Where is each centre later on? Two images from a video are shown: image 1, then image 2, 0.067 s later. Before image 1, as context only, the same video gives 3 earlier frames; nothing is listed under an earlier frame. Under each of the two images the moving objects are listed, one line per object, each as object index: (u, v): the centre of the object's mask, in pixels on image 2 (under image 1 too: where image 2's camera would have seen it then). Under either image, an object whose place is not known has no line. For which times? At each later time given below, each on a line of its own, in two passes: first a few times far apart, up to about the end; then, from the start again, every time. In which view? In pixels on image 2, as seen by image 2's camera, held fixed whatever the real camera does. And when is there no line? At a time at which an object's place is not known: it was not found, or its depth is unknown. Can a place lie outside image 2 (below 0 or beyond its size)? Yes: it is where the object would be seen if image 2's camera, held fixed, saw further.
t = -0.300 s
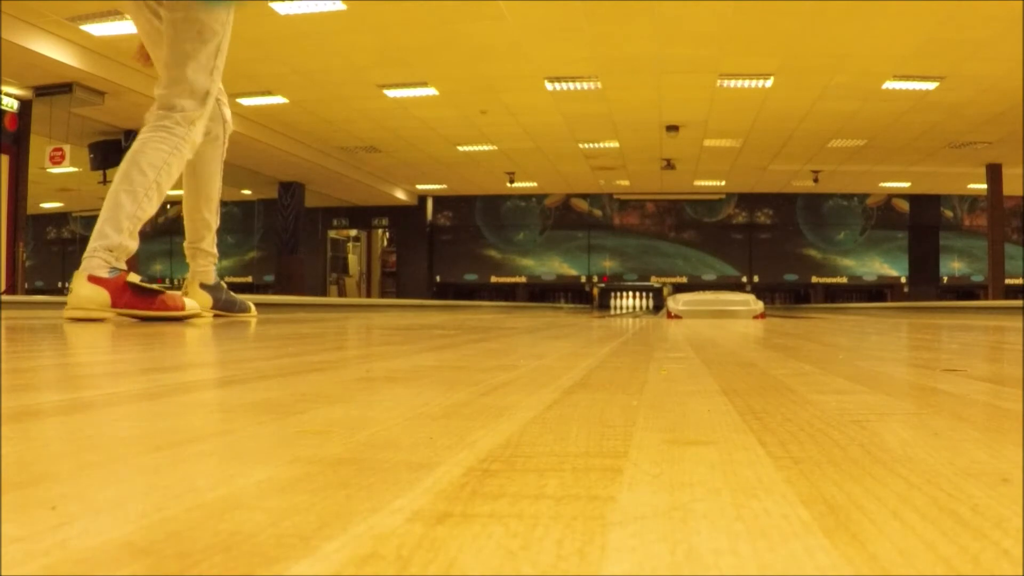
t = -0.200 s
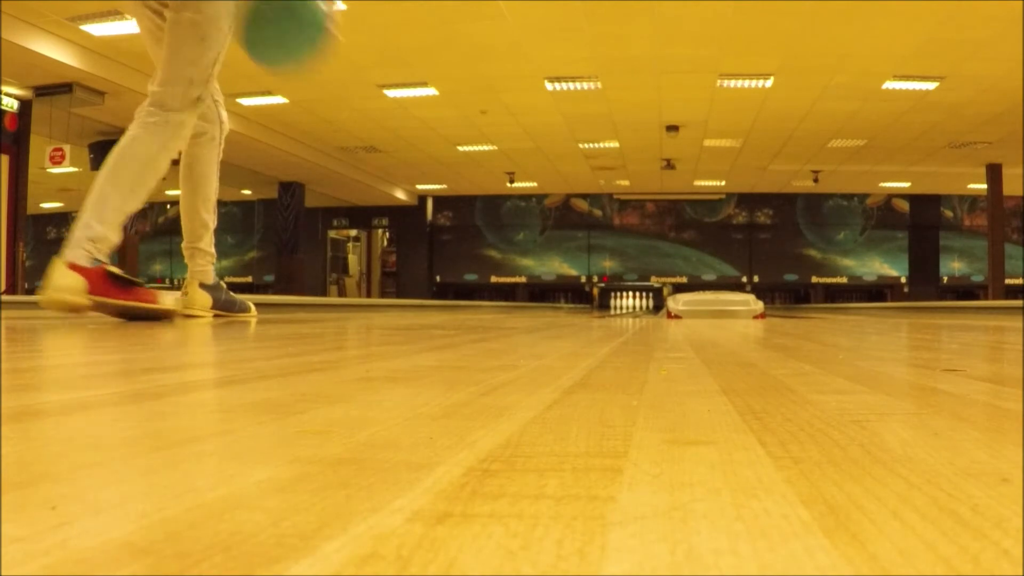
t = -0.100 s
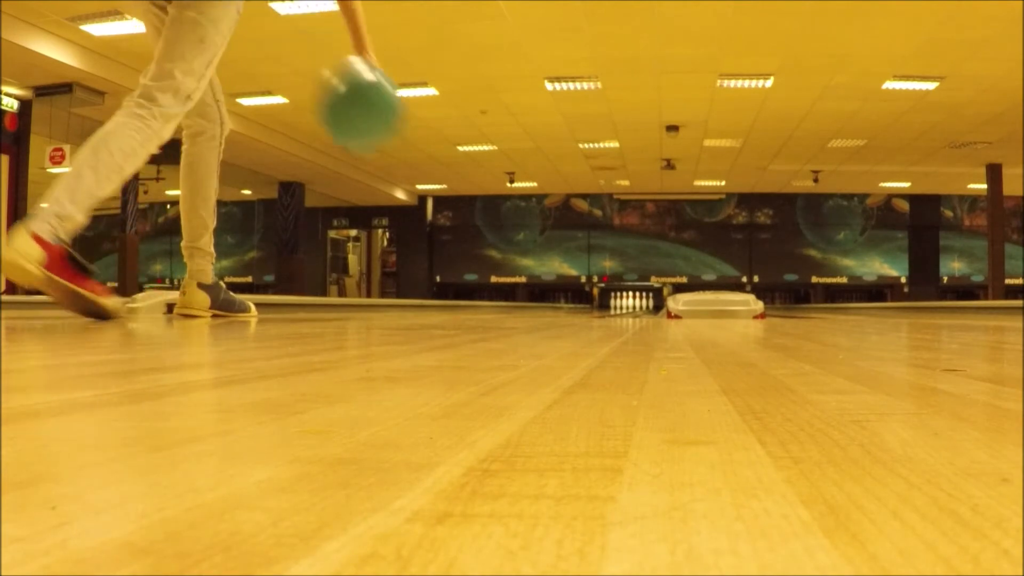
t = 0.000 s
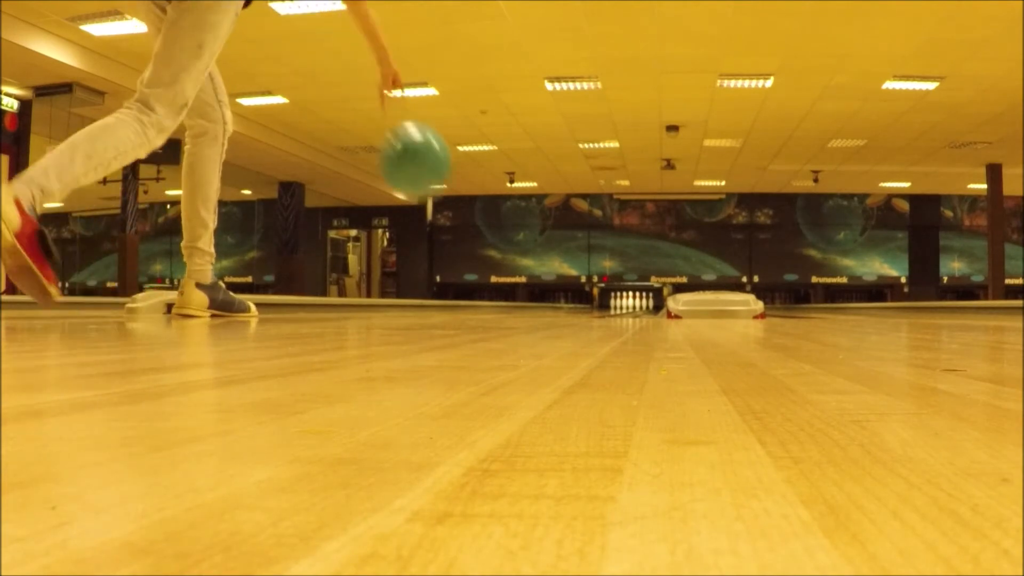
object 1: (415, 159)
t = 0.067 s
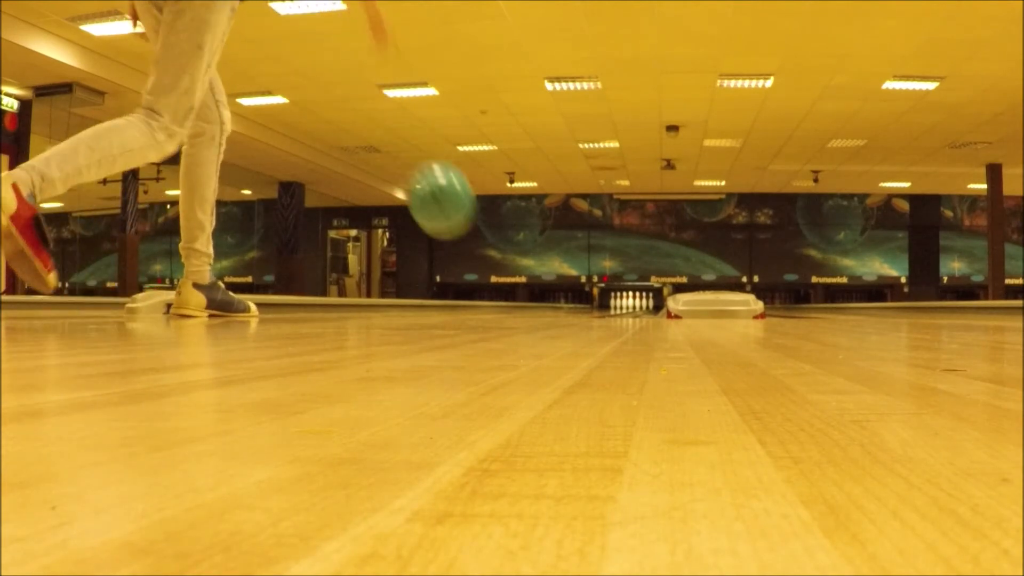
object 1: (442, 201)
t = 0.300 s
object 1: (501, 279)
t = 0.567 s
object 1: (541, 292)
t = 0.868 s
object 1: (568, 295)
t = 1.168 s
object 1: (586, 297)
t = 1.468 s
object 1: (598, 299)
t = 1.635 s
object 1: (602, 299)
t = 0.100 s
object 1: (452, 222)
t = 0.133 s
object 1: (462, 243)
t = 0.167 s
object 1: (471, 266)
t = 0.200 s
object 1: (479, 283)
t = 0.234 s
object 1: (487, 280)
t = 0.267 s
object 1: (495, 279)
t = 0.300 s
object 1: (501, 279)
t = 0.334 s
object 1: (507, 282)
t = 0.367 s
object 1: (513, 287)
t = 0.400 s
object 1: (519, 289)
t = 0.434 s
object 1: (524, 289)
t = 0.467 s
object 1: (529, 291)
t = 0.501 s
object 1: (533, 291)
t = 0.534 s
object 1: (537, 292)
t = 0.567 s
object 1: (541, 292)
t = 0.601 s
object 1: (545, 293)
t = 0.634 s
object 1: (548, 293)
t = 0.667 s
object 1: (552, 293)
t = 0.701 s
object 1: (555, 294)
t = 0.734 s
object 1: (558, 294)
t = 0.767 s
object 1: (561, 294)
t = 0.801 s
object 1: (563, 295)
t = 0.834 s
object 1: (566, 295)
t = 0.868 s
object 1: (568, 295)
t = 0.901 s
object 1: (570, 296)
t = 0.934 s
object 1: (573, 296)
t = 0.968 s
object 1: (575, 296)
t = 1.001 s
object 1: (577, 296)
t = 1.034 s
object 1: (578, 297)
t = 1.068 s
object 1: (580, 297)
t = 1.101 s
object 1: (583, 297)
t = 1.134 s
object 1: (584, 297)
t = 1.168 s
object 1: (586, 297)
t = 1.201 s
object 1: (588, 297)
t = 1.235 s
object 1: (589, 298)
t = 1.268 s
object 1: (590, 298)
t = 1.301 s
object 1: (591, 298)
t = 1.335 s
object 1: (593, 298)
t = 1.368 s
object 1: (594, 298)
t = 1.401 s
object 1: (595, 298)
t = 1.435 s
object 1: (596, 299)
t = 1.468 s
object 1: (598, 299)
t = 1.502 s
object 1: (599, 299)
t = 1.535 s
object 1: (599, 299)
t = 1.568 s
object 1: (600, 299)
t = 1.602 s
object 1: (601, 299)
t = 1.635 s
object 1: (602, 299)
